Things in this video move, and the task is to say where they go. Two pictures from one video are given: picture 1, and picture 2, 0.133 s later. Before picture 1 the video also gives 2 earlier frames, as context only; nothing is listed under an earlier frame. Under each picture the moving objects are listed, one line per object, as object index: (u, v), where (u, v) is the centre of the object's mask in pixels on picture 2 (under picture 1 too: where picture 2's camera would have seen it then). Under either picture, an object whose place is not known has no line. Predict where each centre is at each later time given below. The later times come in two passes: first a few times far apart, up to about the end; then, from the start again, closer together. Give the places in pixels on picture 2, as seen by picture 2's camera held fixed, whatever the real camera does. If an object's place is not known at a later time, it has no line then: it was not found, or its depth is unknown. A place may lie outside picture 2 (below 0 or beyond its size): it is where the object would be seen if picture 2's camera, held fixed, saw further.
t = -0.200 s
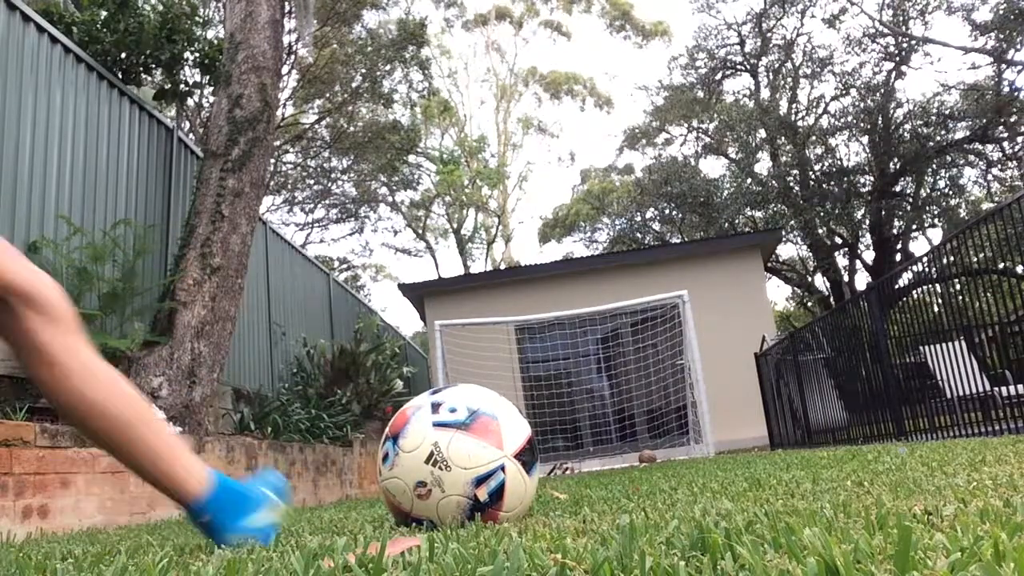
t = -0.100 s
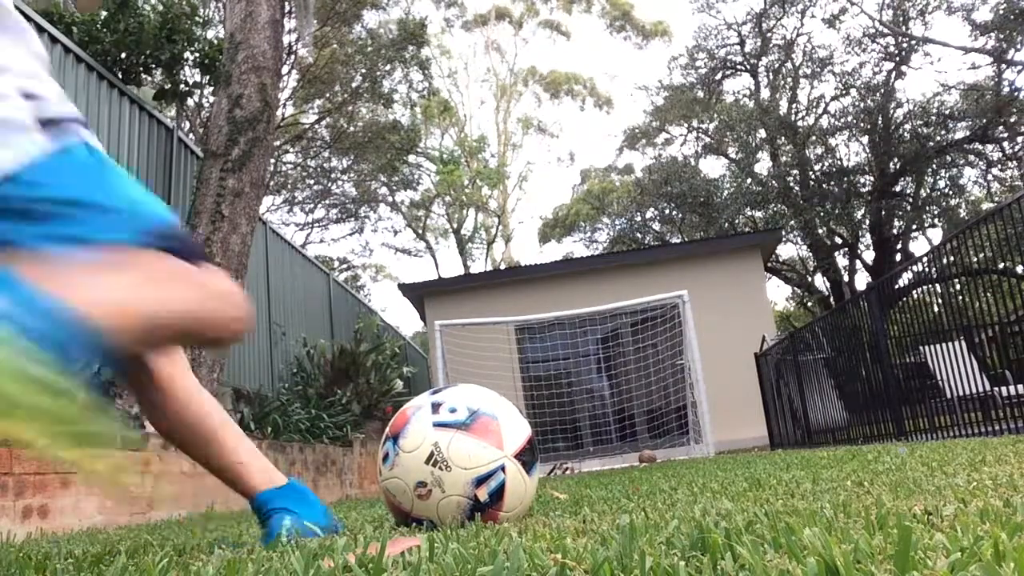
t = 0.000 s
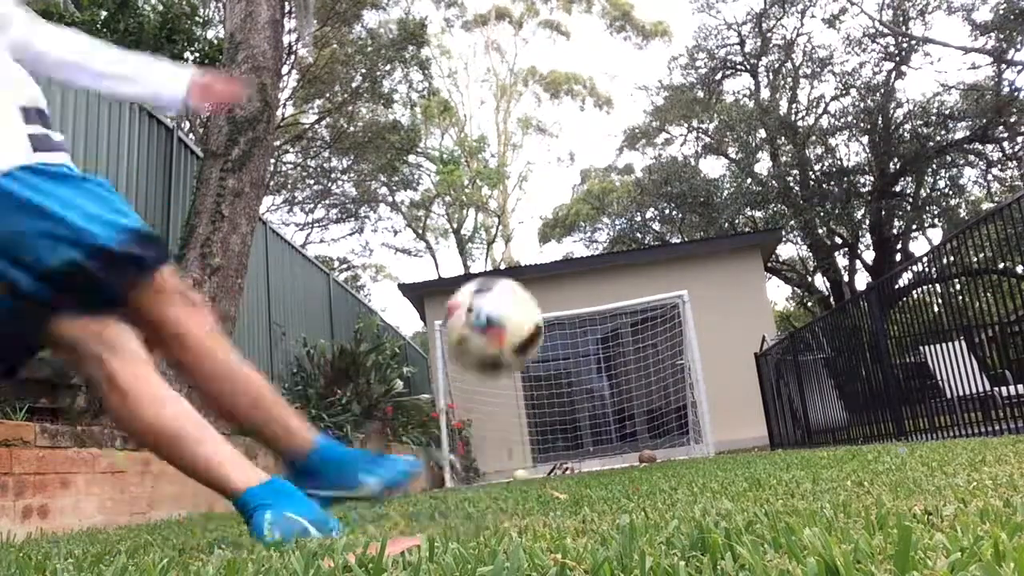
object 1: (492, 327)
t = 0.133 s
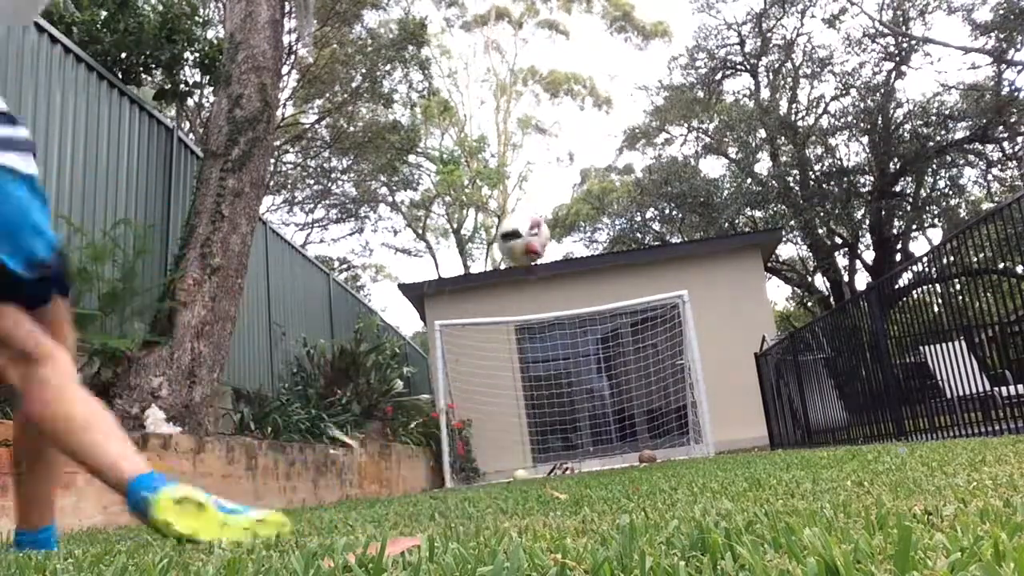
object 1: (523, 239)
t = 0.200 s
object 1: (530, 232)
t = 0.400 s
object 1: (554, 254)
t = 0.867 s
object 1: (589, 383)
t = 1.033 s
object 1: (589, 452)
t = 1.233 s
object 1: (581, 433)
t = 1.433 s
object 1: (572, 417)
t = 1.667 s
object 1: (568, 439)
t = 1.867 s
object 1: (561, 437)
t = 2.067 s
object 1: (553, 435)
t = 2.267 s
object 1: (550, 467)
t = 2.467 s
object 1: (541, 460)
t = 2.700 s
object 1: (533, 467)
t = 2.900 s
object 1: (528, 470)
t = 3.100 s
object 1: (521, 472)
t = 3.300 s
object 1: (516, 473)
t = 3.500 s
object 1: (515, 473)
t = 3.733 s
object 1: (518, 473)
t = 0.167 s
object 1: (527, 233)
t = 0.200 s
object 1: (530, 232)
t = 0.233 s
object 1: (535, 234)
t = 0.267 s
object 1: (540, 234)
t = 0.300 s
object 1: (543, 236)
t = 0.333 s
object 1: (548, 243)
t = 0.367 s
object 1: (551, 248)
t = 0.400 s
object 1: (554, 254)
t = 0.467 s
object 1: (562, 268)
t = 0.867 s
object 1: (589, 383)
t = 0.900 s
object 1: (589, 394)
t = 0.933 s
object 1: (589, 405)
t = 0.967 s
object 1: (589, 420)
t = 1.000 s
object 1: (589, 437)
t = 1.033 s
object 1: (589, 452)
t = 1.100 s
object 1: (588, 458)
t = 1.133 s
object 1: (586, 450)
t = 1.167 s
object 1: (584, 444)
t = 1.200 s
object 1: (583, 439)
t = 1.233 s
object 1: (581, 433)
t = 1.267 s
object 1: (579, 429)
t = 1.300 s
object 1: (578, 425)
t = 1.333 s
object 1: (576, 422)
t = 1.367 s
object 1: (575, 419)
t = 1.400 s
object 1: (573, 418)
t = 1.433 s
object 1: (572, 417)
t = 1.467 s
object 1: (572, 418)
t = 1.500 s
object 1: (571, 418)
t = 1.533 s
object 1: (570, 421)
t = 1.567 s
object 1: (569, 425)
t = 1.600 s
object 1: (569, 428)
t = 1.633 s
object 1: (568, 433)
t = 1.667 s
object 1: (568, 439)
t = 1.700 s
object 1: (568, 445)
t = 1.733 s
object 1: (568, 453)
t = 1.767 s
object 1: (566, 450)
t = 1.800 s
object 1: (564, 444)
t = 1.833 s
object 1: (562, 440)
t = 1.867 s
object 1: (561, 437)
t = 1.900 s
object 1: (559, 435)
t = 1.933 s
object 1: (558, 432)
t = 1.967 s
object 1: (556, 433)
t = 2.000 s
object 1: (555, 433)
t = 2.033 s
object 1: (554, 433)
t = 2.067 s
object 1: (553, 435)
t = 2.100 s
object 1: (552, 438)
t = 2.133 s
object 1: (552, 442)
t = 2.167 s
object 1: (551, 446)
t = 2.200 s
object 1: (551, 453)
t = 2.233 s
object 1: (550, 459)
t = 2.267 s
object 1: (550, 467)
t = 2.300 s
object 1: (548, 467)
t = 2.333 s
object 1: (547, 465)
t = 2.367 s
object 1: (545, 461)
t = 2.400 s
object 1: (543, 460)
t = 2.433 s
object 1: (542, 459)
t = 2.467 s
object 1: (541, 460)
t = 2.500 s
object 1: (540, 461)
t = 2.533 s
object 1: (539, 463)
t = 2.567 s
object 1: (538, 466)
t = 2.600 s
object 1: (536, 468)
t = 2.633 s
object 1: (535, 468)
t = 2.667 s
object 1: (534, 467)
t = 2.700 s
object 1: (533, 467)
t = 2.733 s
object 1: (533, 468)
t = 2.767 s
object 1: (532, 468)
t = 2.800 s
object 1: (531, 470)
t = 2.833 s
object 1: (530, 470)
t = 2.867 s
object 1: (530, 470)
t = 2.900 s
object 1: (528, 470)
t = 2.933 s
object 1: (527, 470)
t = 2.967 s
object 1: (526, 471)
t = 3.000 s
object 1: (525, 472)
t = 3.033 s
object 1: (524, 472)
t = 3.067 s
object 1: (522, 473)
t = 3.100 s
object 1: (521, 472)
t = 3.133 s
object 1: (521, 471)
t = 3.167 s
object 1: (520, 472)
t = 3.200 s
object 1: (518, 472)
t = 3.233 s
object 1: (517, 473)
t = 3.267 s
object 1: (516, 473)
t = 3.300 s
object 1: (516, 473)
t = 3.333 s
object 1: (516, 473)
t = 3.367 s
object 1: (516, 473)
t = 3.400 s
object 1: (516, 473)
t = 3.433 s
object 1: (516, 473)
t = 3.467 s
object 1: (515, 473)
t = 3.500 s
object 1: (515, 473)
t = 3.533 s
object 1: (515, 473)
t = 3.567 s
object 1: (516, 473)
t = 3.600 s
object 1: (516, 473)
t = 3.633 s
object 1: (517, 473)
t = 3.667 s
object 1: (517, 473)
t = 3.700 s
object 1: (517, 473)
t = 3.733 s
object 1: (518, 473)
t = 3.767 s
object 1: (518, 473)
